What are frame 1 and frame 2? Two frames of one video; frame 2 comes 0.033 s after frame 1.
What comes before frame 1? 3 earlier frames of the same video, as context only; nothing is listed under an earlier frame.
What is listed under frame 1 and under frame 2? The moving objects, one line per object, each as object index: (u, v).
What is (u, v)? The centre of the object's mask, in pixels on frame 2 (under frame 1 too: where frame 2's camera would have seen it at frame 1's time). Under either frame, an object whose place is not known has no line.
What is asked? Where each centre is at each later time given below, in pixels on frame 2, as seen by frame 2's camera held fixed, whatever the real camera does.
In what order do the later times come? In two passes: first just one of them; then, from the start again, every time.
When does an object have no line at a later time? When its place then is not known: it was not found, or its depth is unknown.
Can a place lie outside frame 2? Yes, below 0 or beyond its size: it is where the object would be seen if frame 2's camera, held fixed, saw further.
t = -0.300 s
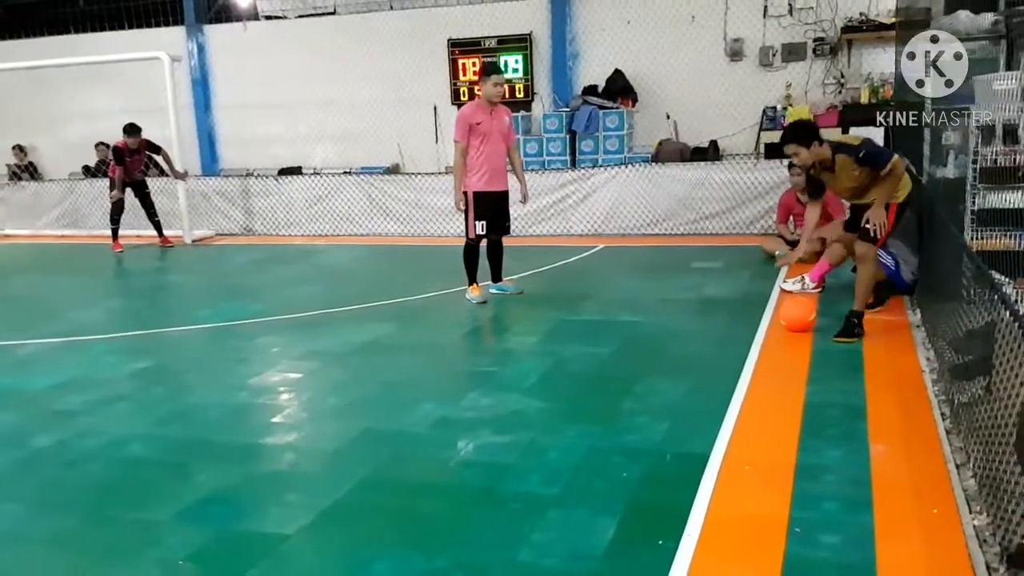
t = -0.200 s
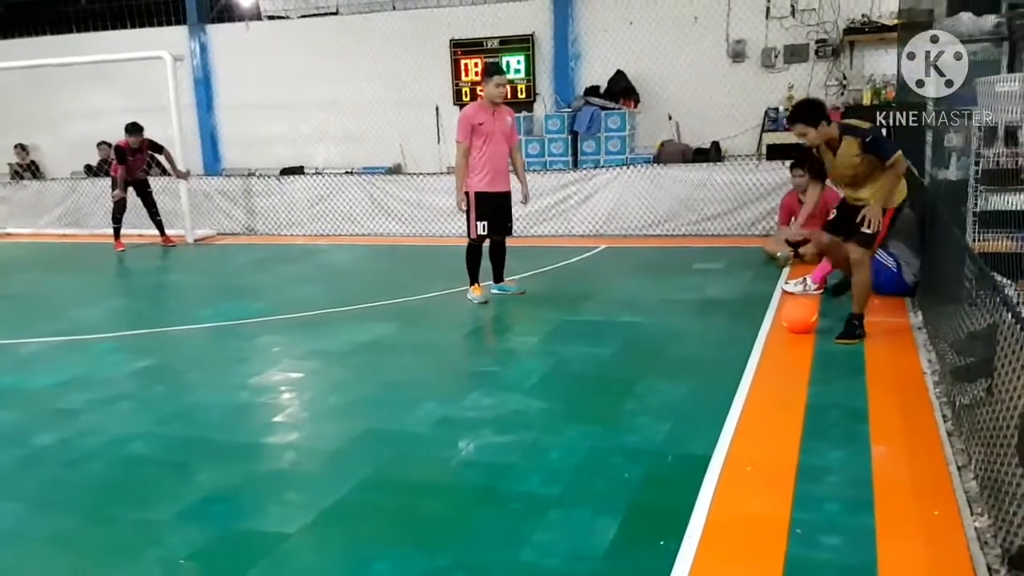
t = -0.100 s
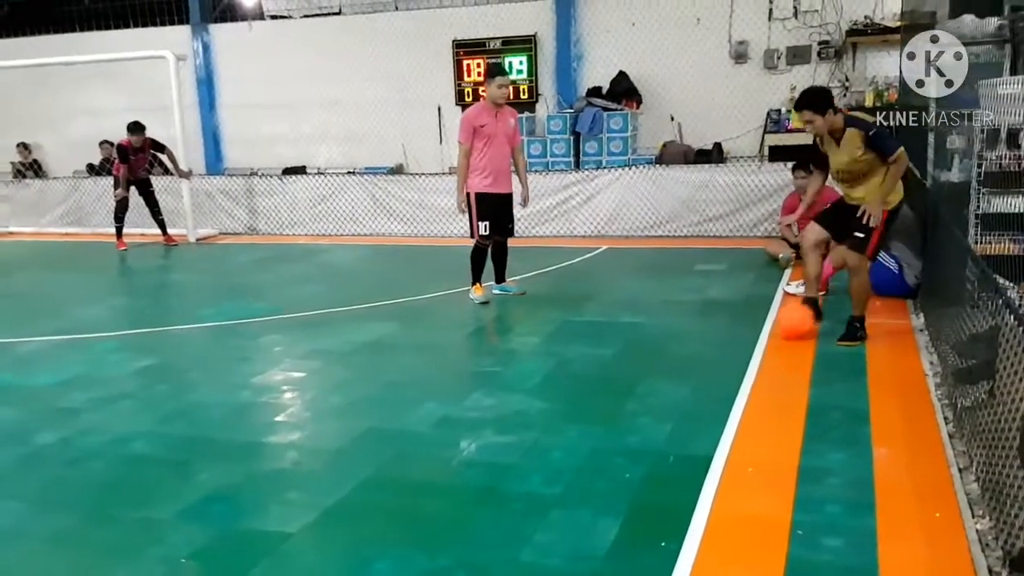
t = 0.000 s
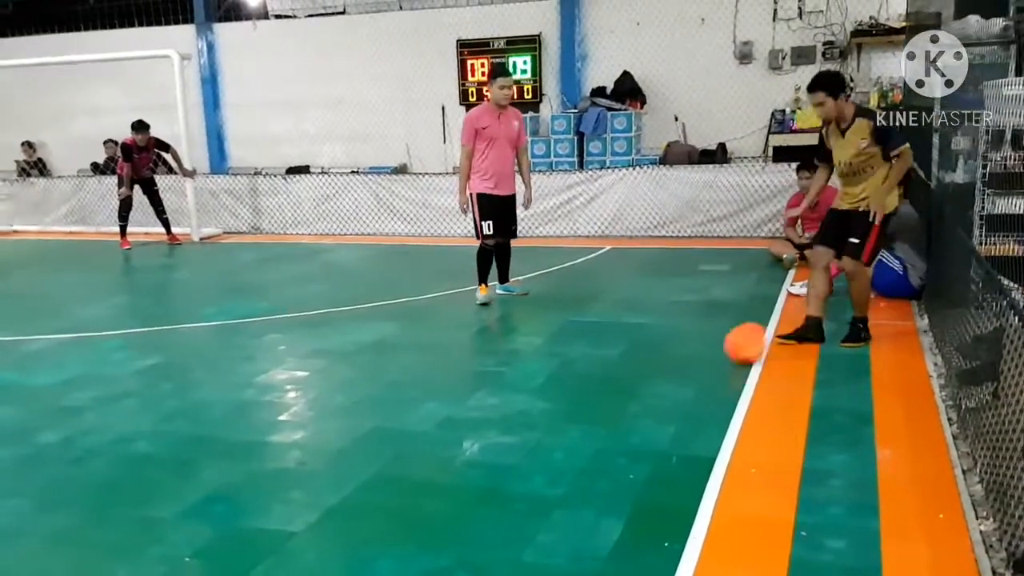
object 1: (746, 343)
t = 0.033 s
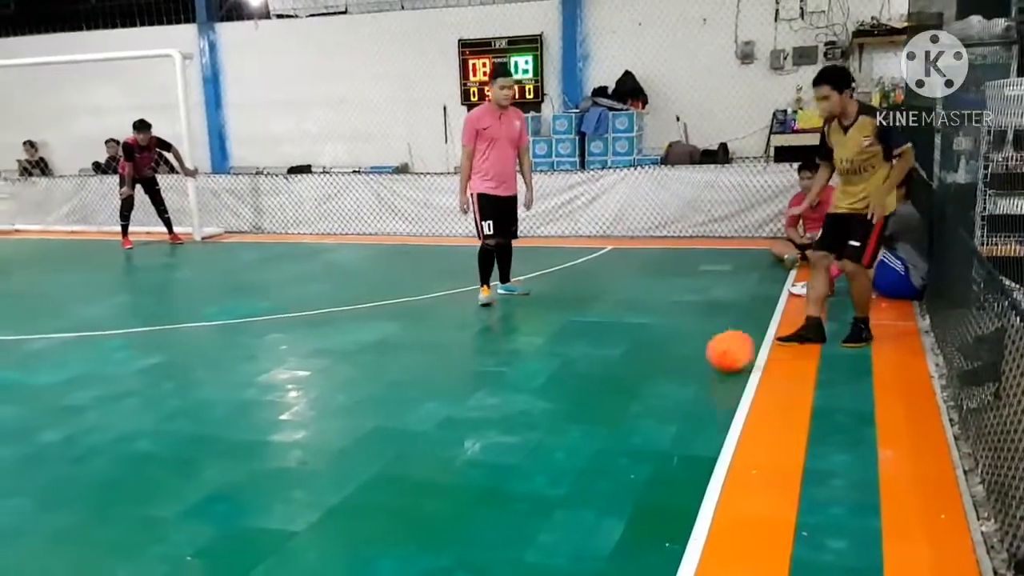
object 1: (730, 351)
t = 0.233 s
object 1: (614, 403)
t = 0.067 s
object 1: (712, 360)
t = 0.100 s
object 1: (694, 366)
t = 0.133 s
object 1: (675, 374)
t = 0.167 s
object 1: (655, 385)
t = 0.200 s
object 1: (635, 394)
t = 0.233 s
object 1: (614, 403)
